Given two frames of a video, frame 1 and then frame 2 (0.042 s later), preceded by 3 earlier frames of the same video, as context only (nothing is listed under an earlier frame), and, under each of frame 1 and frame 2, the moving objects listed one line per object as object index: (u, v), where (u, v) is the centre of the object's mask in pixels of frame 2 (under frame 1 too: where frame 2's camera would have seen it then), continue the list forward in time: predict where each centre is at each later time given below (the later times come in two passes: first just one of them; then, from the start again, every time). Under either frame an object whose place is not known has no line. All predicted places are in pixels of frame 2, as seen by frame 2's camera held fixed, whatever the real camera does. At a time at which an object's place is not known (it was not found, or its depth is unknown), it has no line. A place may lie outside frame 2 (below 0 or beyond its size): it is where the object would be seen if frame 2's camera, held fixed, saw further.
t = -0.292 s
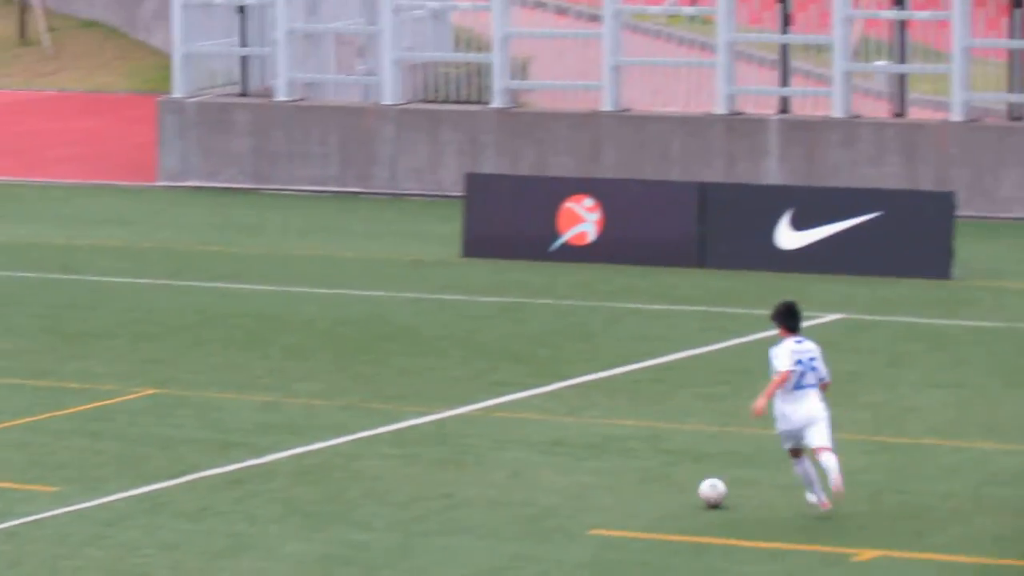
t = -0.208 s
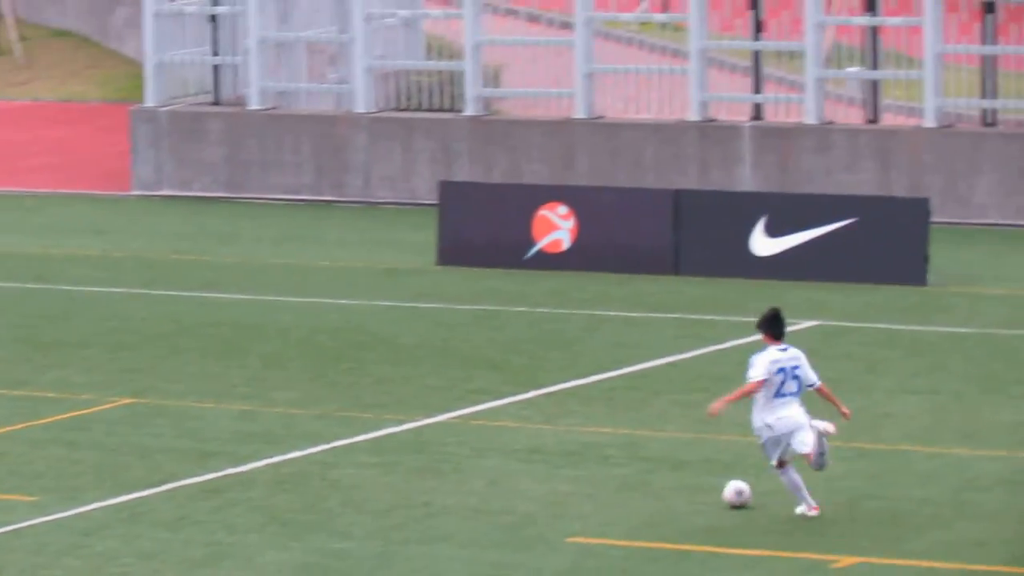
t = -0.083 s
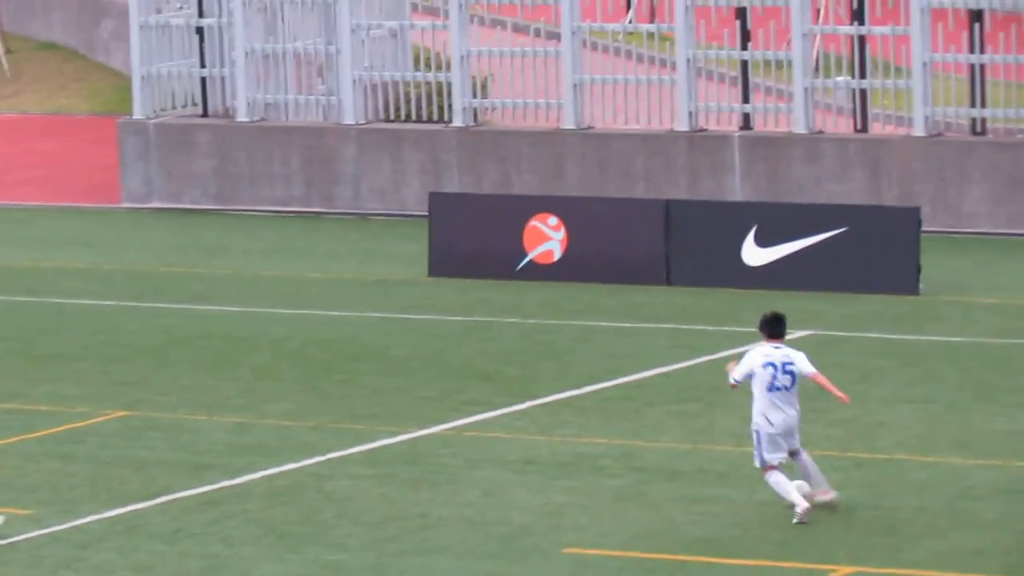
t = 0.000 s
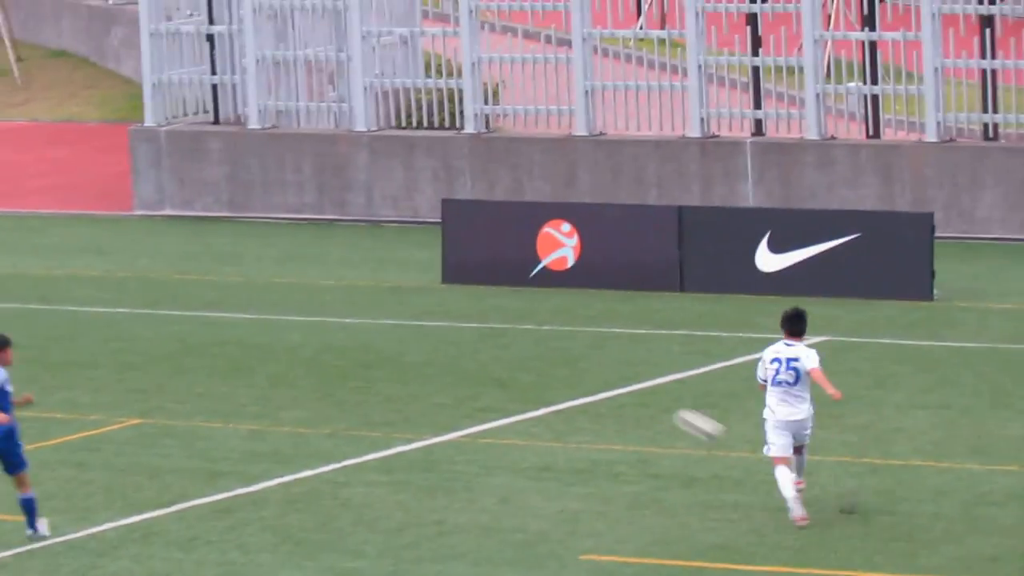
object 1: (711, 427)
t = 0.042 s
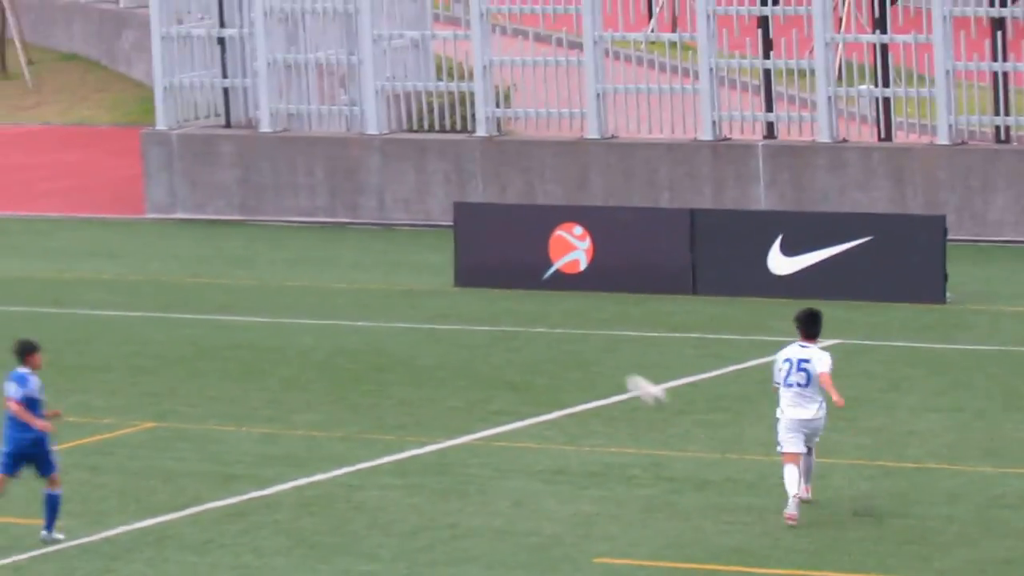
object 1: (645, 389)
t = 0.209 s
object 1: (401, 263)
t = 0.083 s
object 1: (581, 355)
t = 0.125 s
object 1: (520, 322)
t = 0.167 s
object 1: (460, 292)
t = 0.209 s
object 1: (401, 263)
